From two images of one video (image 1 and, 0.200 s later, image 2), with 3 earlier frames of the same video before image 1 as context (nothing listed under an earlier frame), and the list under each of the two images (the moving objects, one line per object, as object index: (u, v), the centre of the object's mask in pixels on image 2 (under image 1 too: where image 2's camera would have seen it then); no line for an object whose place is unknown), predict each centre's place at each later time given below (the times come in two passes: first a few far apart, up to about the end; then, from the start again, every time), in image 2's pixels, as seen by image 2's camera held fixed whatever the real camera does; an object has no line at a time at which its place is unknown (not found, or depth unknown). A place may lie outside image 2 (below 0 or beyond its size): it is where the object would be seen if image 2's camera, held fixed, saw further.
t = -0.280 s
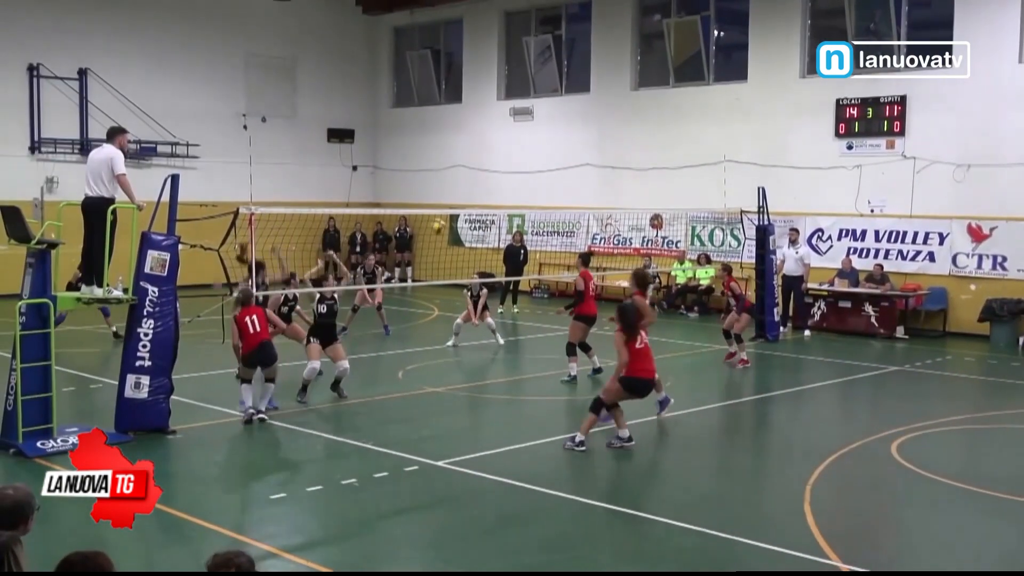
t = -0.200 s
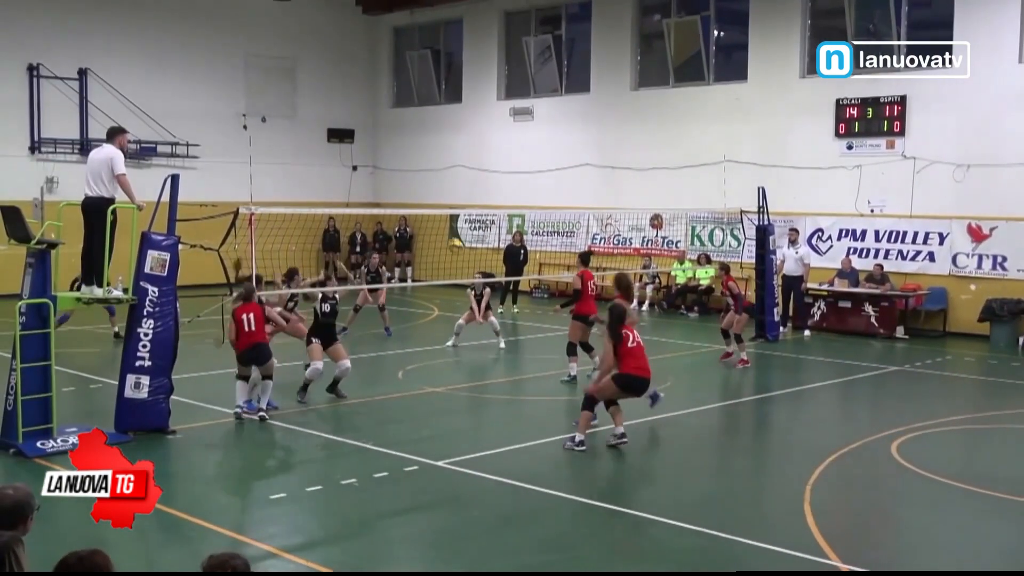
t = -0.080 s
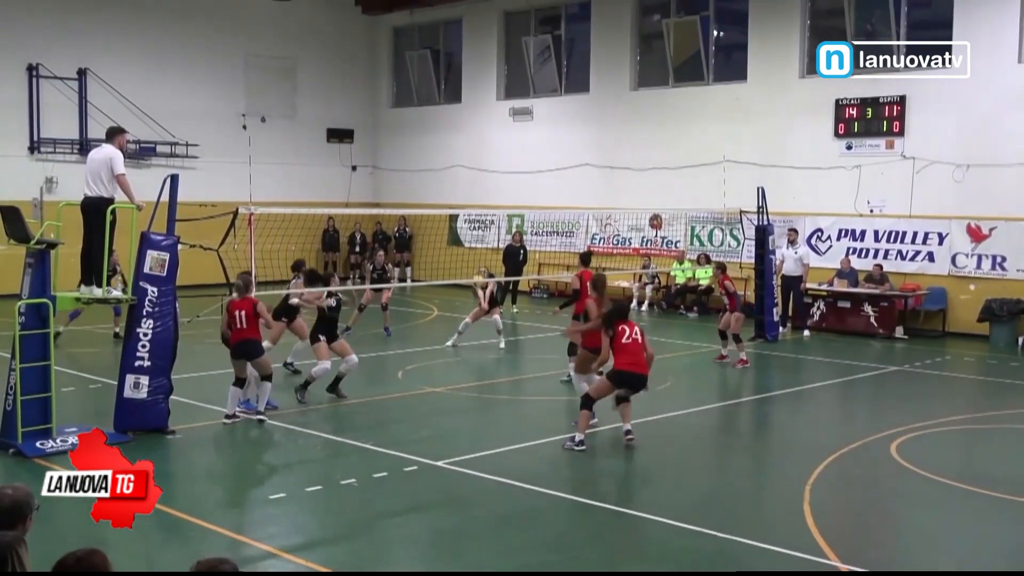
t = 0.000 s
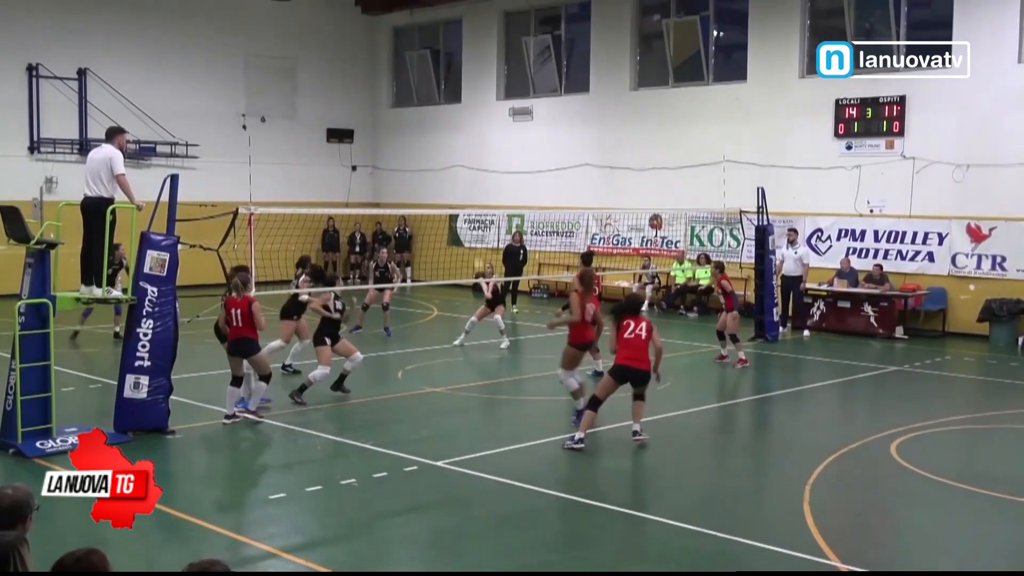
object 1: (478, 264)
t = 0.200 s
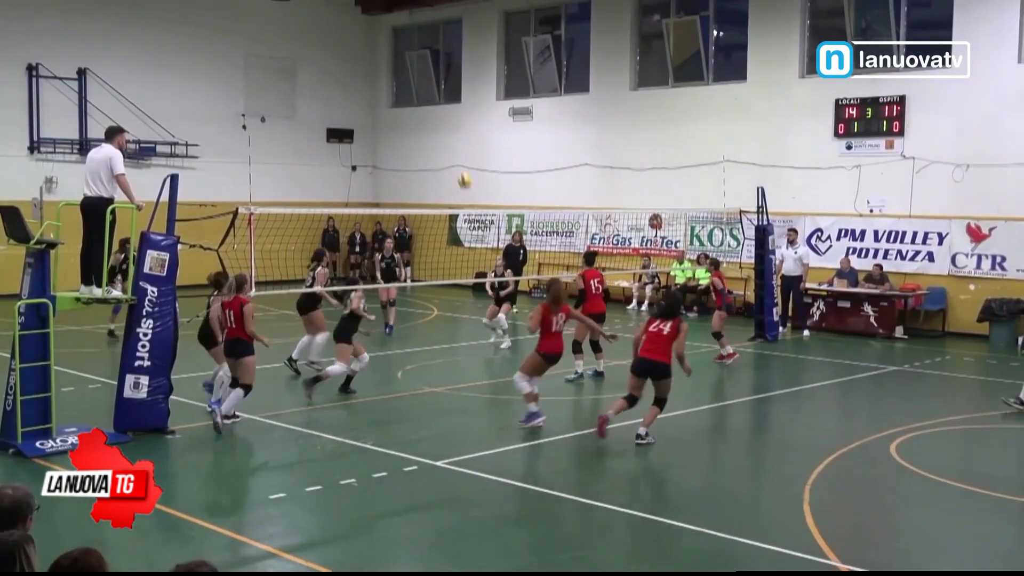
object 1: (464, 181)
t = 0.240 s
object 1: (461, 167)
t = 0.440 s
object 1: (446, 108)
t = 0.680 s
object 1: (425, 73)
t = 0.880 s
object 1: (408, 71)
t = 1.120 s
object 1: (387, 105)
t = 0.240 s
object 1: (461, 167)
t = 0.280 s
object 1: (458, 152)
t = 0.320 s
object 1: (455, 140)
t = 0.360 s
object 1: (451, 128)
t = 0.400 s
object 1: (449, 118)
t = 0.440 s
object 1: (446, 108)
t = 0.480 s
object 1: (442, 100)
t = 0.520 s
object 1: (439, 93)
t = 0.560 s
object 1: (436, 86)
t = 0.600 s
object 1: (432, 80)
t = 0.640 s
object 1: (429, 76)
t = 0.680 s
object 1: (425, 73)
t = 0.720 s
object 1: (423, 70)
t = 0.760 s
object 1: (419, 69)
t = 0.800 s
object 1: (416, 69)
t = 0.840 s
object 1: (412, 69)
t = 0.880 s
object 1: (408, 71)
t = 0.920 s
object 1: (404, 75)
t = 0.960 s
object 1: (401, 78)
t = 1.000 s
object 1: (398, 84)
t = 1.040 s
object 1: (394, 89)
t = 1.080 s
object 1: (391, 98)
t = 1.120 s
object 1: (387, 105)
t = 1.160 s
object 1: (384, 114)
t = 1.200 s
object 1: (379, 125)
